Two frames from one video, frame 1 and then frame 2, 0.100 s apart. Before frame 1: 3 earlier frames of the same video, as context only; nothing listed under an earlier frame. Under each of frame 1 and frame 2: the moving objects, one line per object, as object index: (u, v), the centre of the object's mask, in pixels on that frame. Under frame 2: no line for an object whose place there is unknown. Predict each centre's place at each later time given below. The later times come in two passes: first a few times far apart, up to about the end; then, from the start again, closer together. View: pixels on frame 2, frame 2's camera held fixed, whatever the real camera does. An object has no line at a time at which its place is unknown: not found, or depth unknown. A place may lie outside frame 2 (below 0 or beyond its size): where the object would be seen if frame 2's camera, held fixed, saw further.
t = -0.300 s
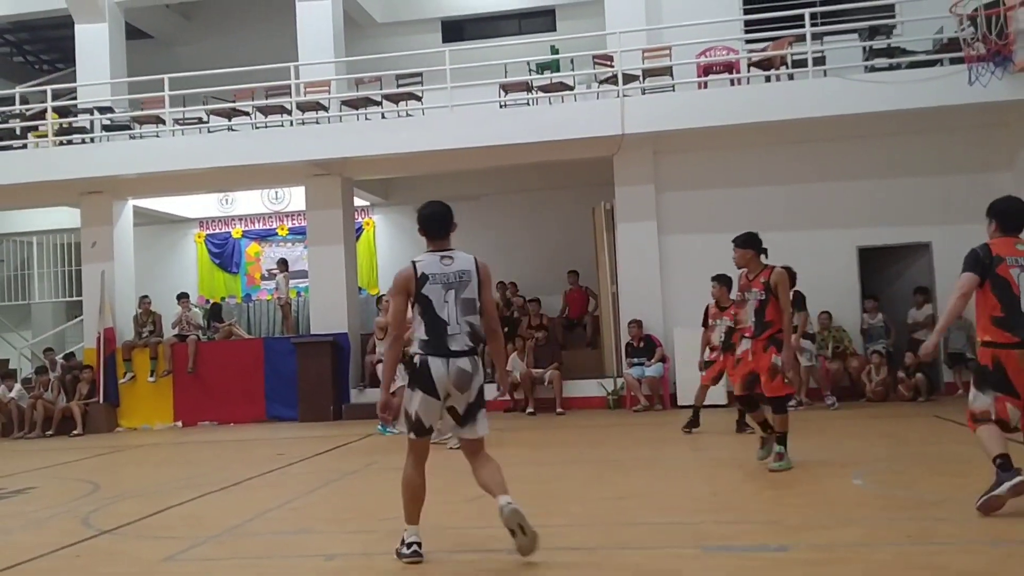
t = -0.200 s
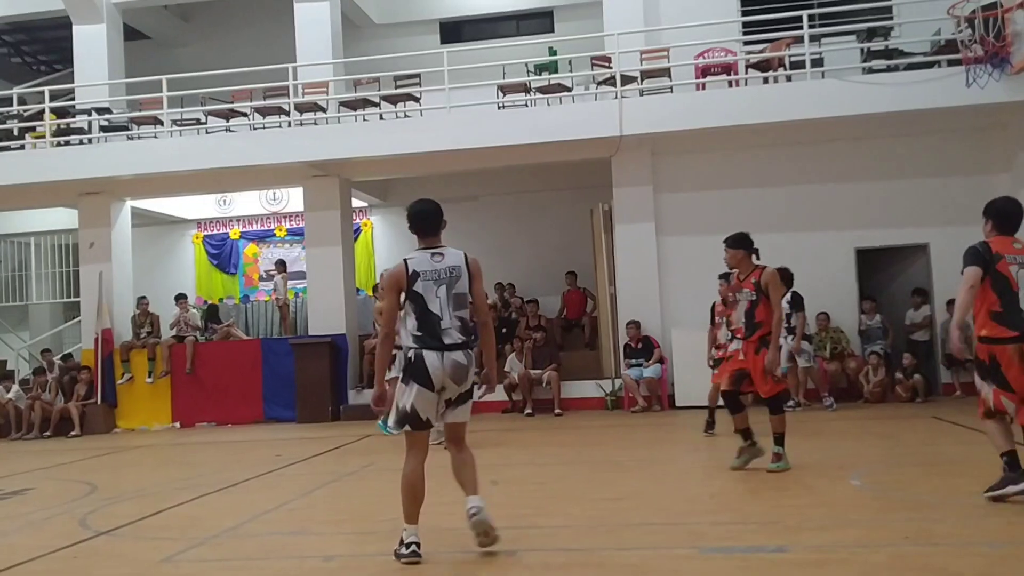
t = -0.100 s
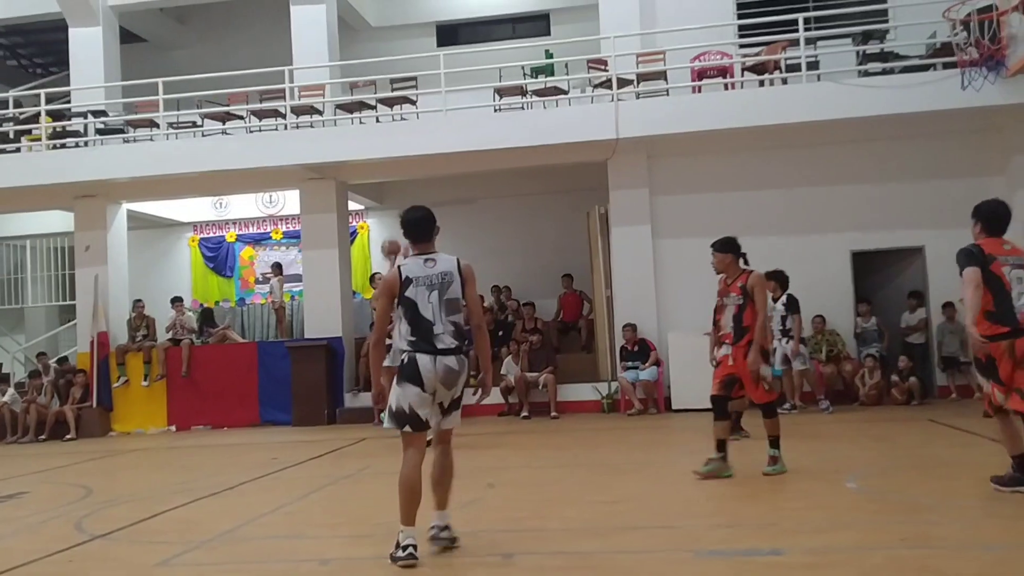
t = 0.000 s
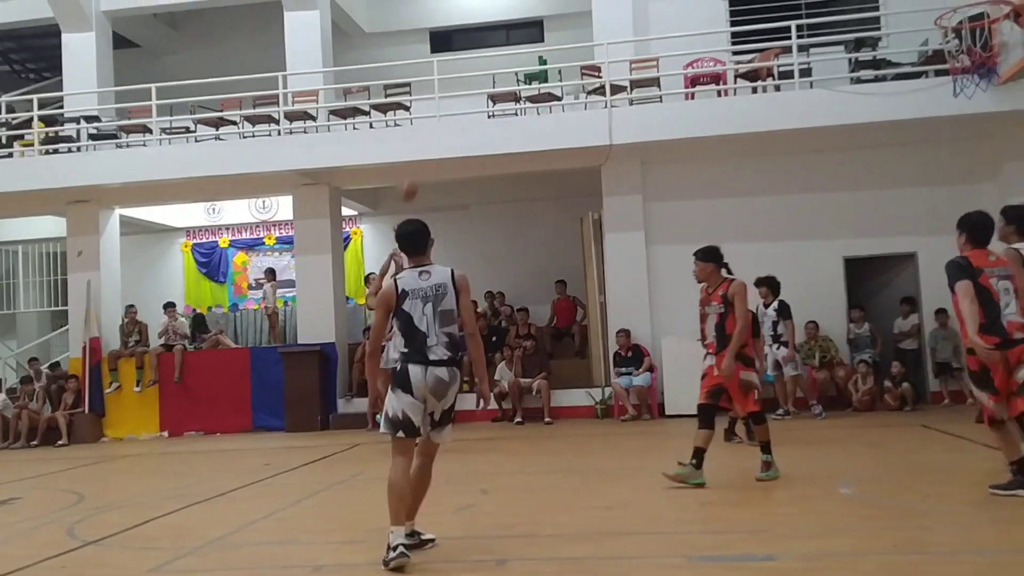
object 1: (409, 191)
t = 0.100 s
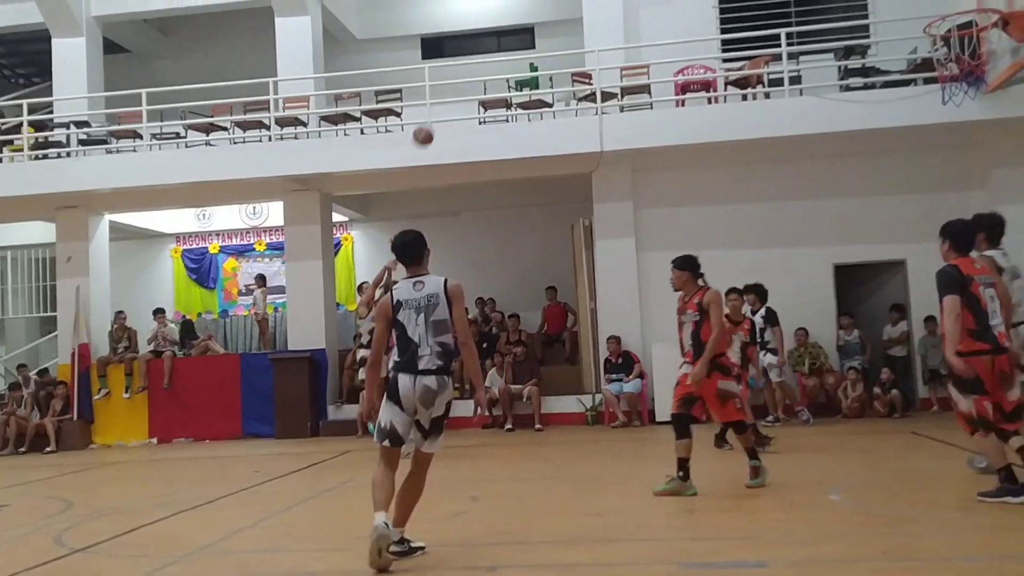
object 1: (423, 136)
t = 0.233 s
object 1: (459, 62)
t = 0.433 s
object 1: (521, -25)
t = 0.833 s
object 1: (682, -104)
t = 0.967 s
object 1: (751, -104)
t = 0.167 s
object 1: (441, 98)
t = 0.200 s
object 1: (450, 81)
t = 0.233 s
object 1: (459, 62)
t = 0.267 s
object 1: (469, 46)
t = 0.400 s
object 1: (510, -13)
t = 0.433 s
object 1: (521, -25)
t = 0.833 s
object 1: (682, -104)
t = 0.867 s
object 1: (697, -108)
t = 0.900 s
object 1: (714, -109)
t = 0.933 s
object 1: (732, -108)
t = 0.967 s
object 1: (751, -104)
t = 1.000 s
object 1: (769, -98)
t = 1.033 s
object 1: (789, -91)
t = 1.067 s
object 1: (810, -82)
